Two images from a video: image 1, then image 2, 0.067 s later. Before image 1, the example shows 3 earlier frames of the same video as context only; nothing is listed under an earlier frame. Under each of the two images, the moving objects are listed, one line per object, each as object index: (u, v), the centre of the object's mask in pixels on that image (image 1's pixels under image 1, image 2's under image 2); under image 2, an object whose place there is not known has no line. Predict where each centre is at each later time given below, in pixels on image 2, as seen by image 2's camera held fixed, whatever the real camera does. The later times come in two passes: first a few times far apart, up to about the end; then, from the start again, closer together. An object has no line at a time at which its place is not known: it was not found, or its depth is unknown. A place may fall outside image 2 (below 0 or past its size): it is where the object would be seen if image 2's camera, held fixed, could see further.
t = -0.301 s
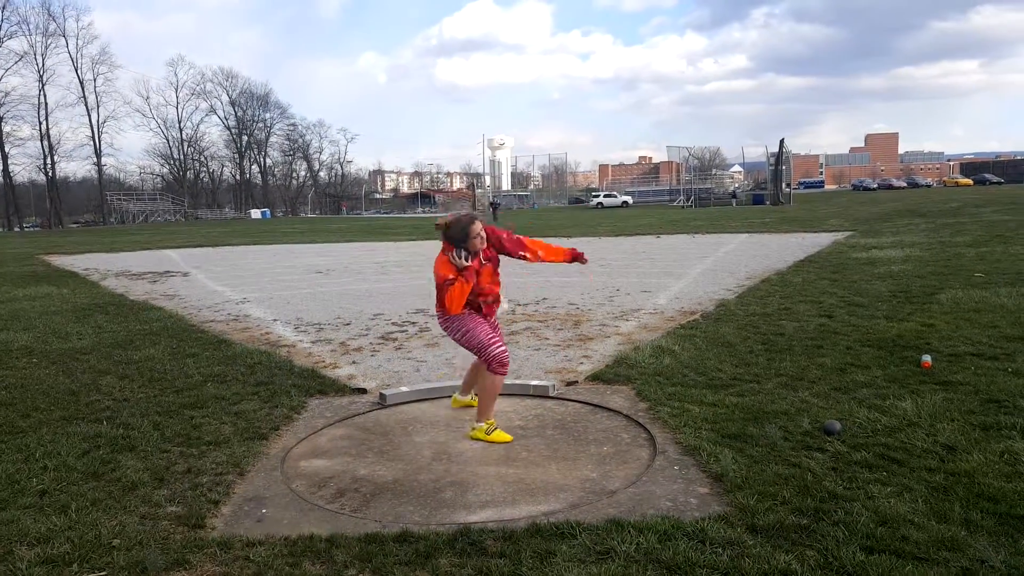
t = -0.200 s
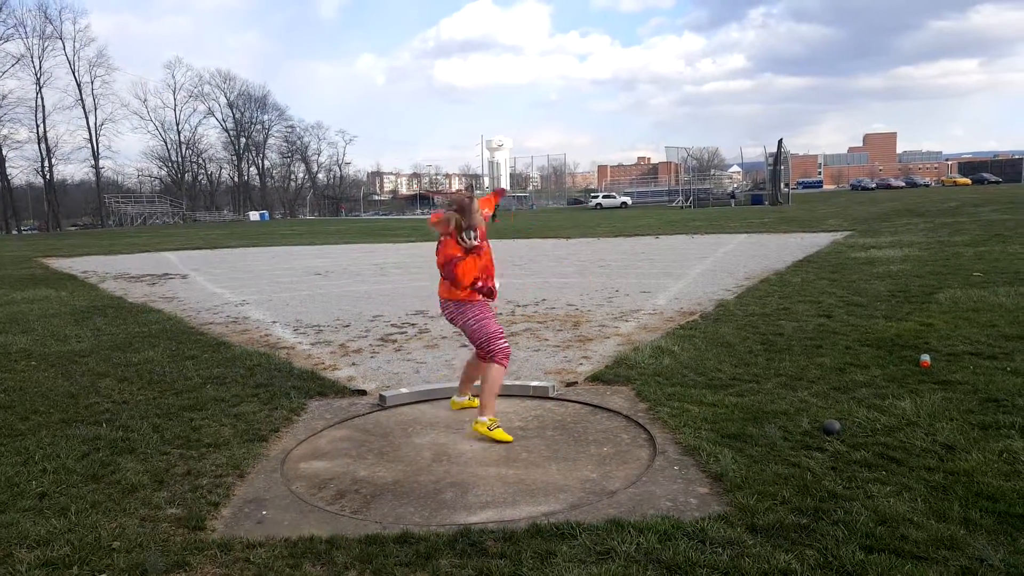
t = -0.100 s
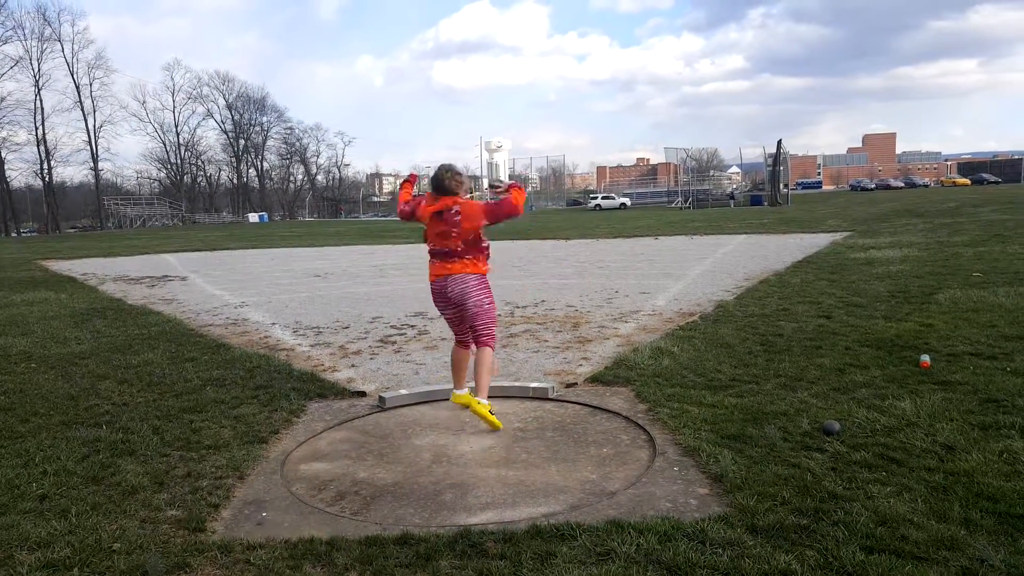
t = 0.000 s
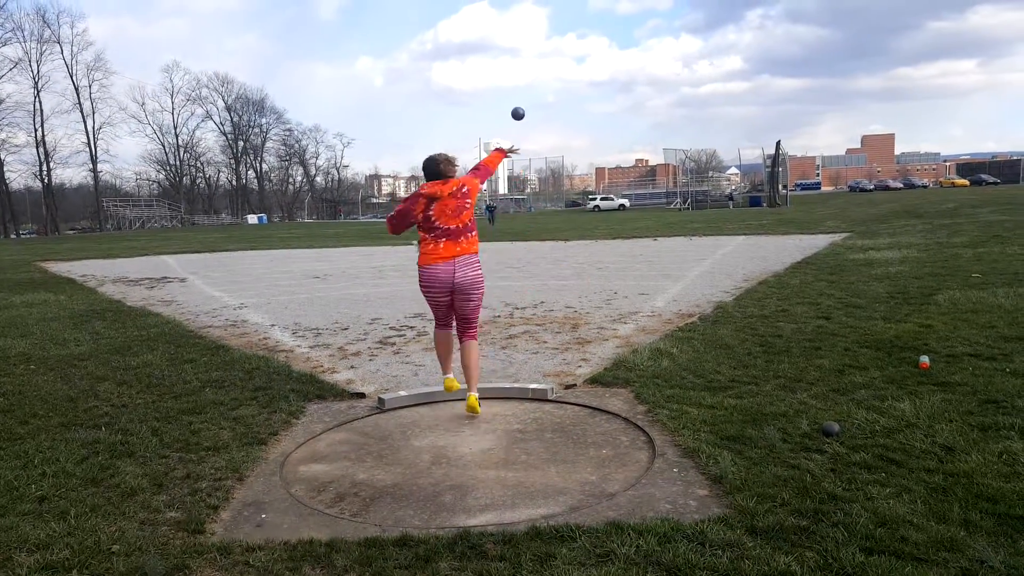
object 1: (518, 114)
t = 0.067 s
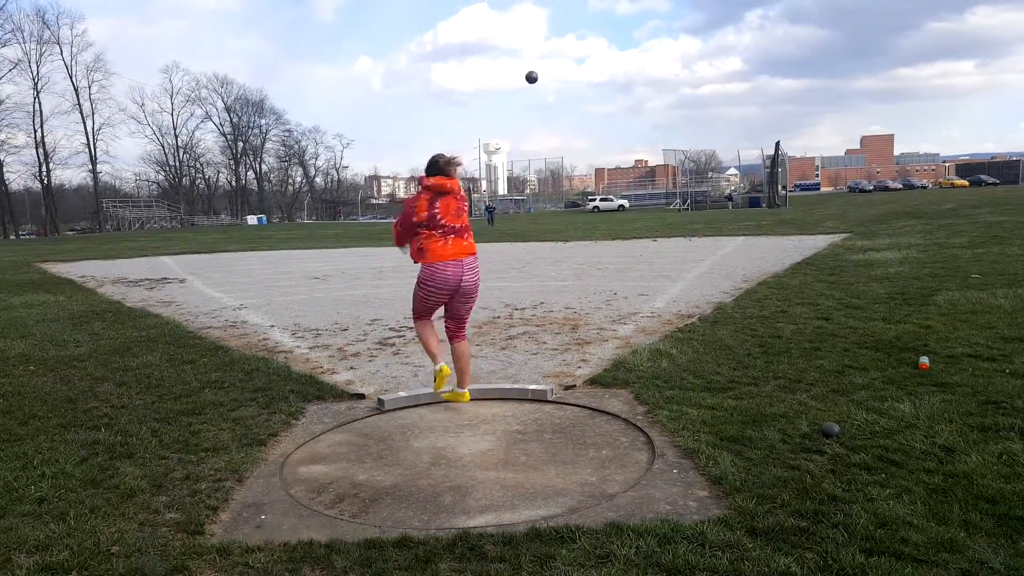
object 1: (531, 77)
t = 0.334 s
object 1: (573, 13)
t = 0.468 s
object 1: (588, 14)
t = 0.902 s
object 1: (619, 100)
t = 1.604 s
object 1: (642, 254)
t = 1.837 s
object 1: (647, 255)
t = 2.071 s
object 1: (653, 252)
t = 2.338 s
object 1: (657, 250)
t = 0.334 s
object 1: (573, 13)
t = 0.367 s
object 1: (577, 12)
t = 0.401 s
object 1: (581, 11)
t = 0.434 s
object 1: (585, 12)
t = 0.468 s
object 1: (588, 14)
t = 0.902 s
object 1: (619, 100)
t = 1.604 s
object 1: (642, 254)
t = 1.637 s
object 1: (644, 254)
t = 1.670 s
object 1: (644, 255)
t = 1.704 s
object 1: (645, 256)
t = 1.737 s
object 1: (646, 256)
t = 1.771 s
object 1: (646, 255)
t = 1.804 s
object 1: (647, 255)
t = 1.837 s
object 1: (647, 255)
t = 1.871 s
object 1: (648, 255)
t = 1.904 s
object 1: (649, 254)
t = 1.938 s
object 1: (649, 254)
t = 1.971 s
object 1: (650, 254)
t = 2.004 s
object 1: (651, 253)
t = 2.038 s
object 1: (651, 253)
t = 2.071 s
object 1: (653, 252)
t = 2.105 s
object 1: (652, 252)
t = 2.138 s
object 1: (653, 252)
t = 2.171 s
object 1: (654, 251)
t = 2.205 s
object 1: (654, 252)
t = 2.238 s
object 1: (655, 251)
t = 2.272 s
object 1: (656, 251)
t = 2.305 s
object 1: (657, 250)
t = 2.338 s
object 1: (657, 250)
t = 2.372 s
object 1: (657, 250)
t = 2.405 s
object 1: (659, 249)
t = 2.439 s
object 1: (659, 249)
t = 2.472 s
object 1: (660, 249)
